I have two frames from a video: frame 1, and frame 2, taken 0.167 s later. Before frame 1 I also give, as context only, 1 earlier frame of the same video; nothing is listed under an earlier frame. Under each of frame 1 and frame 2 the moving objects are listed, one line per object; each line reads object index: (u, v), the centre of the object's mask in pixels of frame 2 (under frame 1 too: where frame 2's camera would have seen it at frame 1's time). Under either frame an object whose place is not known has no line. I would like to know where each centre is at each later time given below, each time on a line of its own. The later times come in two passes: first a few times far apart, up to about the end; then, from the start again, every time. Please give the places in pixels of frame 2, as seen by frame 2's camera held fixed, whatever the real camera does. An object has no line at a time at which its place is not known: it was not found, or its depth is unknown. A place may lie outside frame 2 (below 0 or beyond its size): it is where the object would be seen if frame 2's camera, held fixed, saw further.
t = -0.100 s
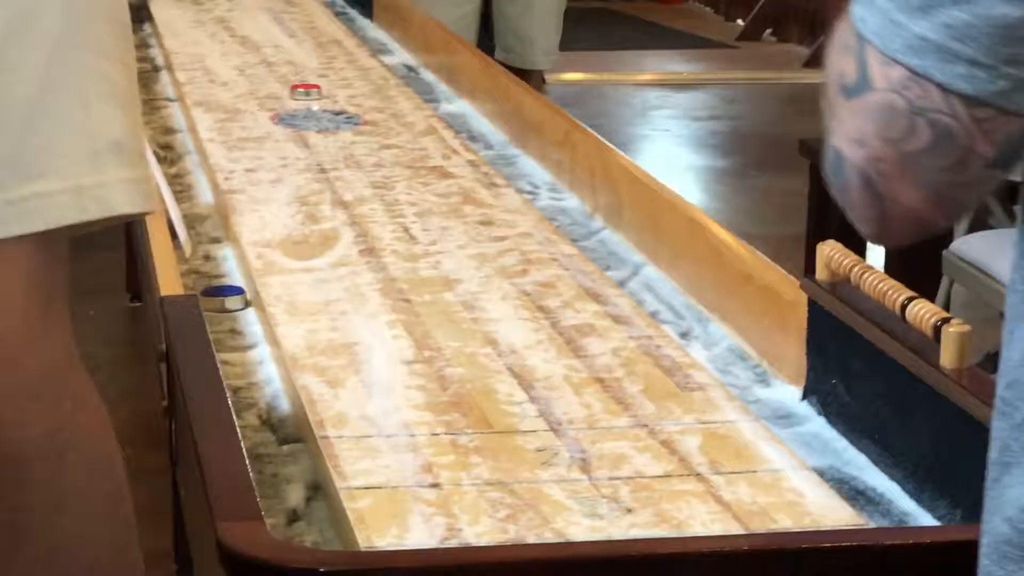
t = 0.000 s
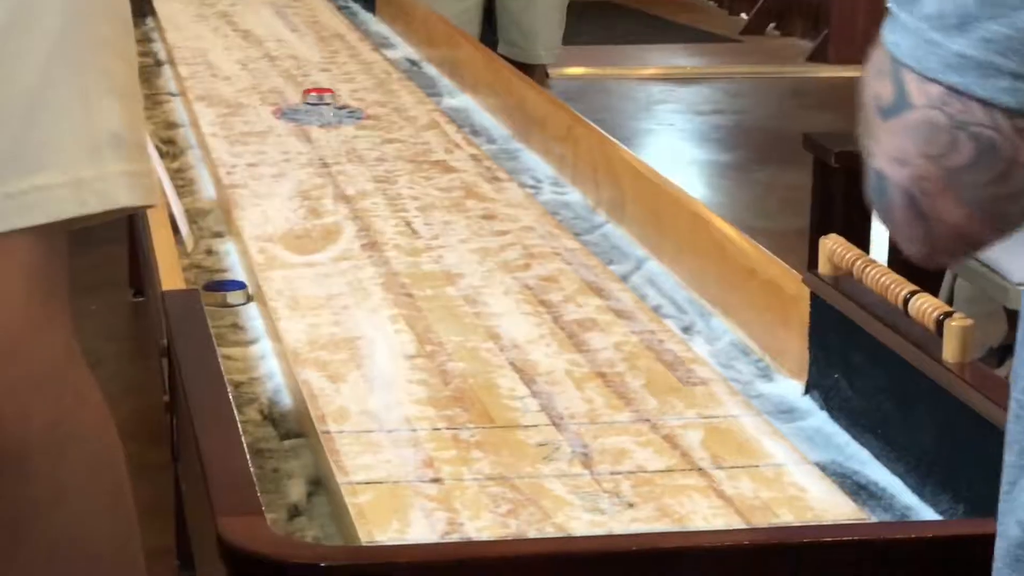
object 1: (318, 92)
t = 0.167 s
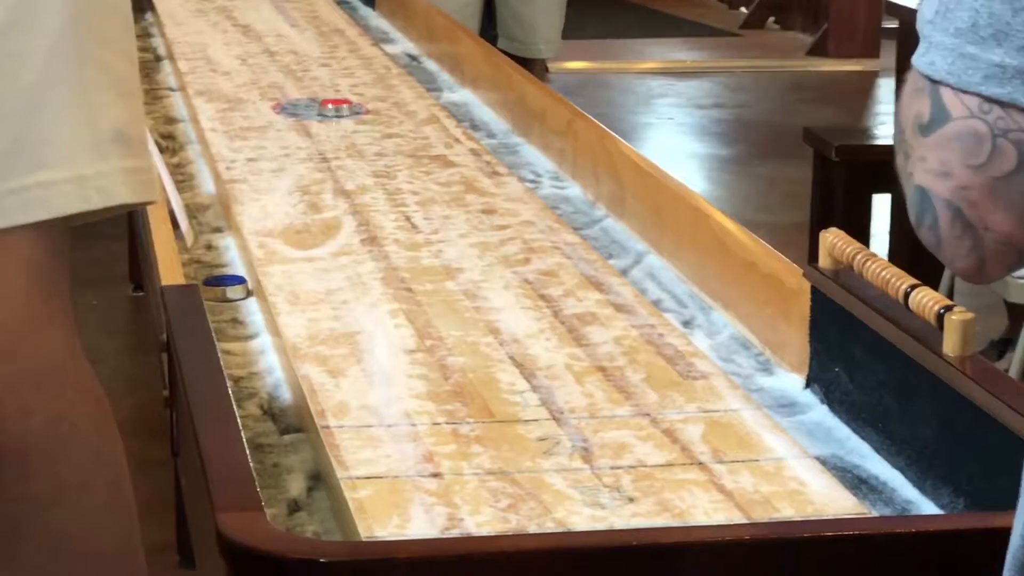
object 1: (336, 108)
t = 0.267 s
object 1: (345, 118)
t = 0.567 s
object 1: (379, 153)
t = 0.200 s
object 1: (340, 111)
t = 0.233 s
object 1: (343, 115)
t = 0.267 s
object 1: (345, 118)
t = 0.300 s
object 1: (350, 121)
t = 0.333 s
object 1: (353, 126)
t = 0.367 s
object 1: (356, 128)
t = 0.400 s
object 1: (360, 133)
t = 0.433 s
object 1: (364, 137)
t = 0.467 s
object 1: (367, 141)
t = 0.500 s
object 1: (372, 145)
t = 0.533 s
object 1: (375, 149)
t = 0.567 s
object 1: (379, 153)
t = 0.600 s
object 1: (382, 157)
